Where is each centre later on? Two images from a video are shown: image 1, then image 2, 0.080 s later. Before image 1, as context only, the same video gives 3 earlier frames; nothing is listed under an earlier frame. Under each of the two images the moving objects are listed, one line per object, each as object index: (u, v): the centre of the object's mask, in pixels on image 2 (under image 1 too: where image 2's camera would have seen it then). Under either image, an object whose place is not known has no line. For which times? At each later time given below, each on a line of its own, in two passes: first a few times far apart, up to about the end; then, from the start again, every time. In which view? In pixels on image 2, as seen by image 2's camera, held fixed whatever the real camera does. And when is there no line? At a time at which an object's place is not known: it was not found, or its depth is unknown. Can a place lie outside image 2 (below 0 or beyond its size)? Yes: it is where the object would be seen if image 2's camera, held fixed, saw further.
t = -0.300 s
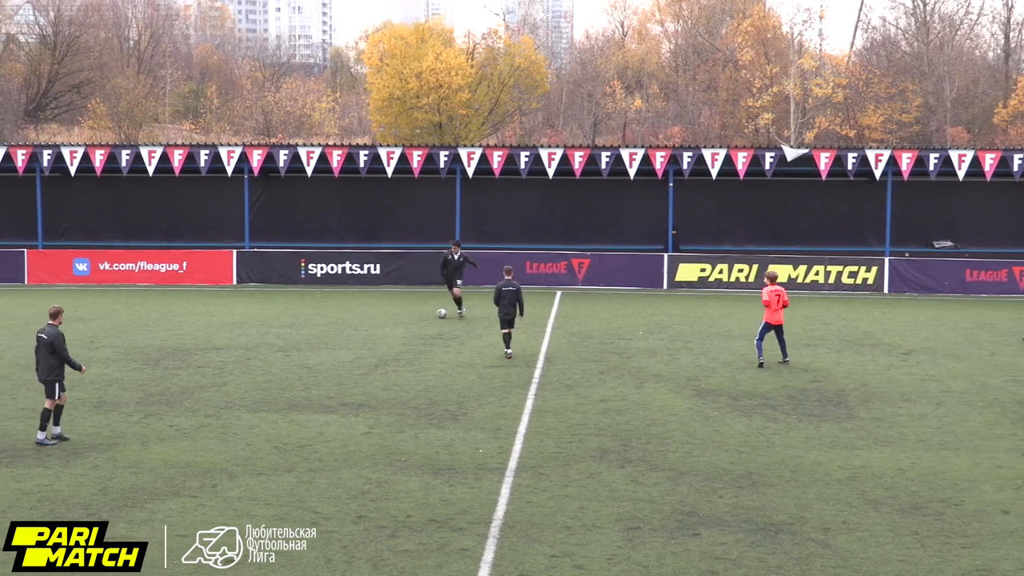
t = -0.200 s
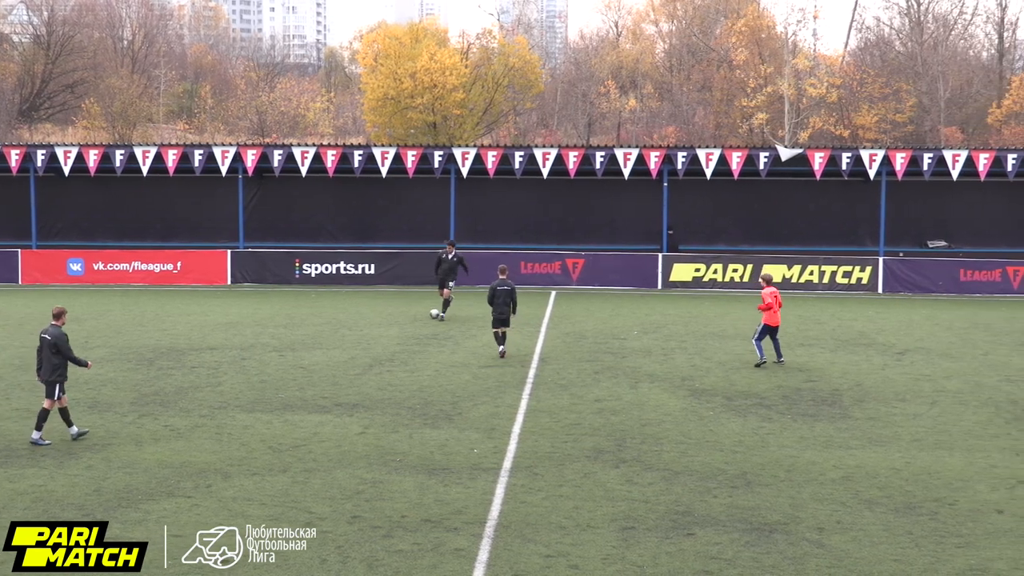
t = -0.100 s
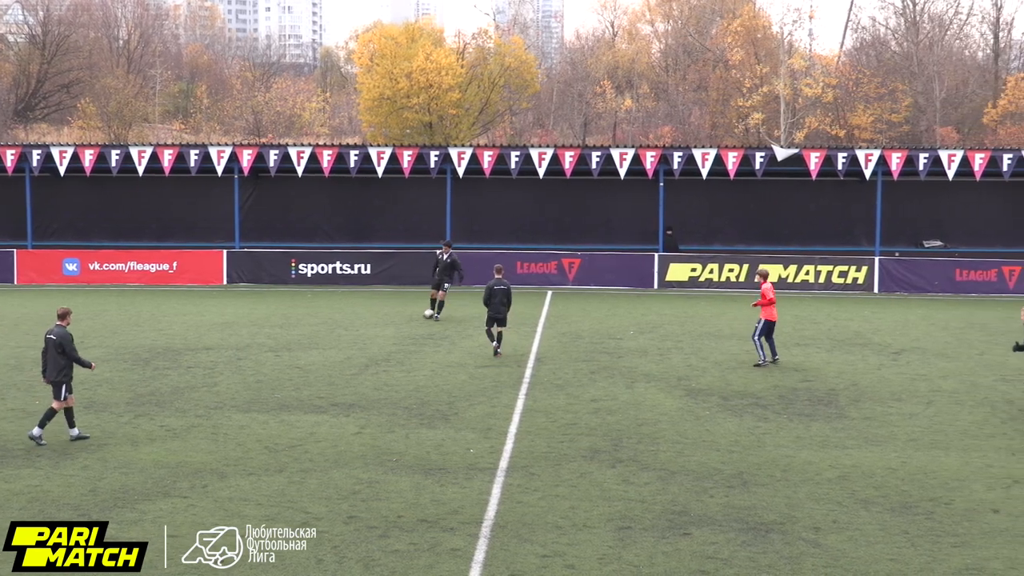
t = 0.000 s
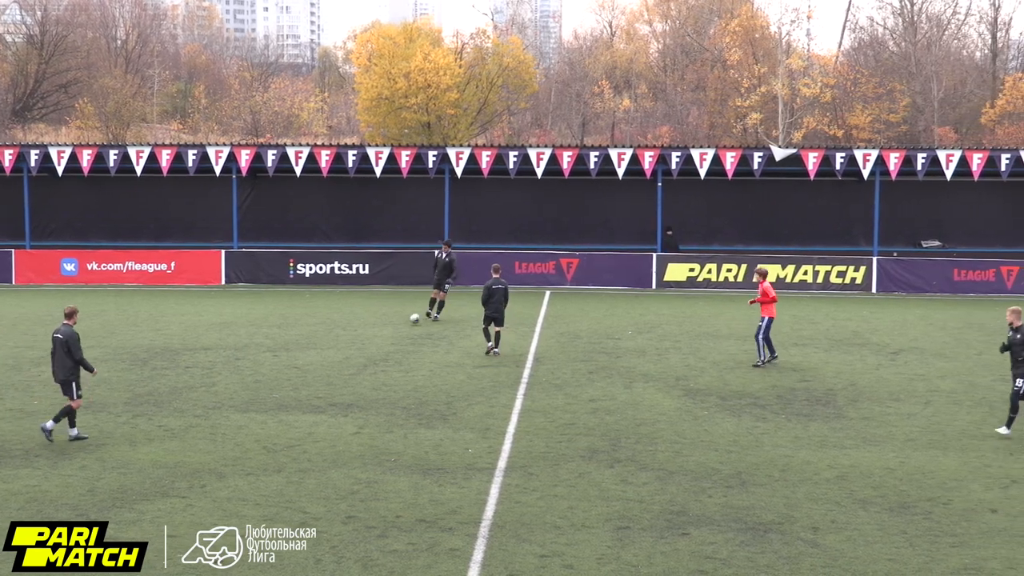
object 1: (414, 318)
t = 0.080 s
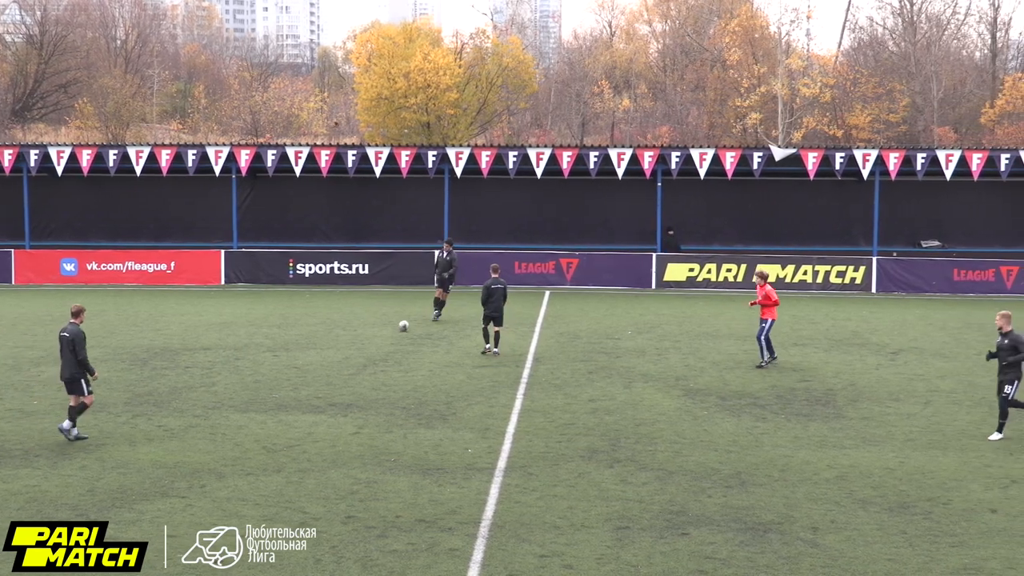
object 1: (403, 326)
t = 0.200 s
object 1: (388, 334)
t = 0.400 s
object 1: (364, 349)
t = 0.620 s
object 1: (341, 365)
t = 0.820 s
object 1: (320, 380)
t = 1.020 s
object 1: (297, 395)
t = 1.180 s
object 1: (279, 408)
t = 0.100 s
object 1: (401, 328)
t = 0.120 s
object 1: (398, 329)
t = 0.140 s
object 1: (396, 330)
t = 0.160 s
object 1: (393, 331)
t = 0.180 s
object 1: (391, 332)
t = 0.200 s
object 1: (388, 334)
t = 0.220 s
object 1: (385, 336)
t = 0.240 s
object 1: (383, 338)
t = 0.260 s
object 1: (381, 339)
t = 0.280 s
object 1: (378, 341)
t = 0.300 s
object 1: (376, 342)
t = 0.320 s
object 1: (374, 343)
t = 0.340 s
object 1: (371, 345)
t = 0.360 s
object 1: (369, 347)
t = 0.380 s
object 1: (367, 348)
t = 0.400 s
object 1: (364, 349)
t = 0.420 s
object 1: (362, 350)
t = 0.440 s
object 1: (360, 352)
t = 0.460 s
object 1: (358, 353)
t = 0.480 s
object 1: (356, 355)
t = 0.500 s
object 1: (353, 357)
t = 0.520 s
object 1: (351, 358)
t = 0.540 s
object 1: (349, 360)
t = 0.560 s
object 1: (347, 361)
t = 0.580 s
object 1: (345, 363)
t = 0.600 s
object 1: (343, 364)
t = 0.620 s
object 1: (341, 365)
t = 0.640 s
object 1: (339, 367)
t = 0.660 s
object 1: (337, 369)
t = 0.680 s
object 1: (335, 370)
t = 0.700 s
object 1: (333, 371)
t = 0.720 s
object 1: (330, 373)
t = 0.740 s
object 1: (328, 374)
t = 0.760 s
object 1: (326, 376)
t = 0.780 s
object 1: (324, 376)
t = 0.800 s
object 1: (322, 378)
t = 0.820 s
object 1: (320, 380)
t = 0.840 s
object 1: (318, 381)
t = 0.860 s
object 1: (315, 382)
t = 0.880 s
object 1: (313, 384)
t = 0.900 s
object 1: (311, 385)
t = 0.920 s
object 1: (309, 387)
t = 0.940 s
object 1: (306, 389)
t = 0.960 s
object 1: (305, 390)
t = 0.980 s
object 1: (302, 392)
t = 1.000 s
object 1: (300, 393)
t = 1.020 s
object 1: (297, 395)
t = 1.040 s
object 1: (295, 397)
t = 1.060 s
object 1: (293, 397)
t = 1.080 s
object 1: (291, 399)
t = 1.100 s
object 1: (288, 401)
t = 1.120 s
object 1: (286, 403)
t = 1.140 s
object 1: (284, 405)
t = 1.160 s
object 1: (281, 406)
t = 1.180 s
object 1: (279, 408)
